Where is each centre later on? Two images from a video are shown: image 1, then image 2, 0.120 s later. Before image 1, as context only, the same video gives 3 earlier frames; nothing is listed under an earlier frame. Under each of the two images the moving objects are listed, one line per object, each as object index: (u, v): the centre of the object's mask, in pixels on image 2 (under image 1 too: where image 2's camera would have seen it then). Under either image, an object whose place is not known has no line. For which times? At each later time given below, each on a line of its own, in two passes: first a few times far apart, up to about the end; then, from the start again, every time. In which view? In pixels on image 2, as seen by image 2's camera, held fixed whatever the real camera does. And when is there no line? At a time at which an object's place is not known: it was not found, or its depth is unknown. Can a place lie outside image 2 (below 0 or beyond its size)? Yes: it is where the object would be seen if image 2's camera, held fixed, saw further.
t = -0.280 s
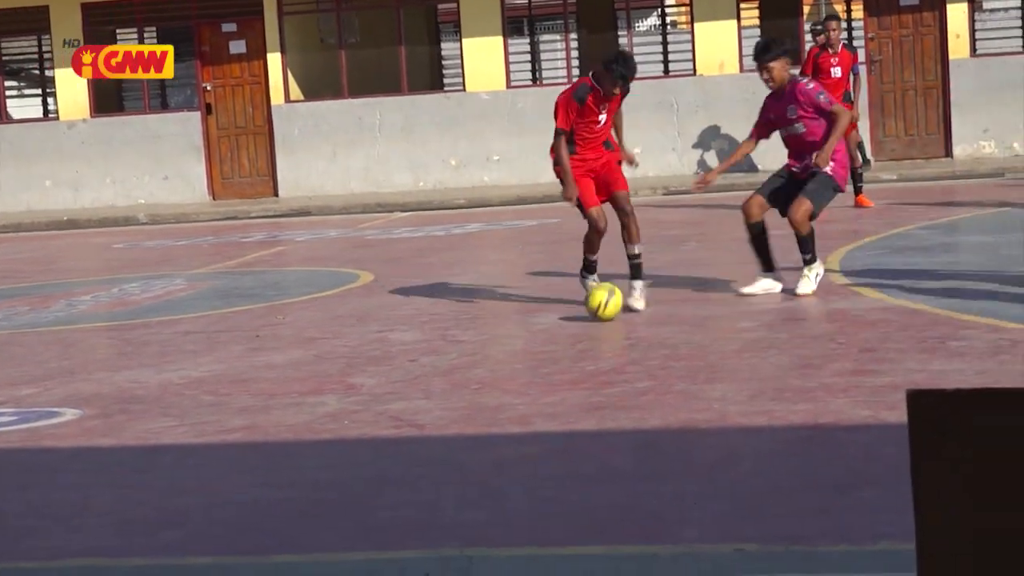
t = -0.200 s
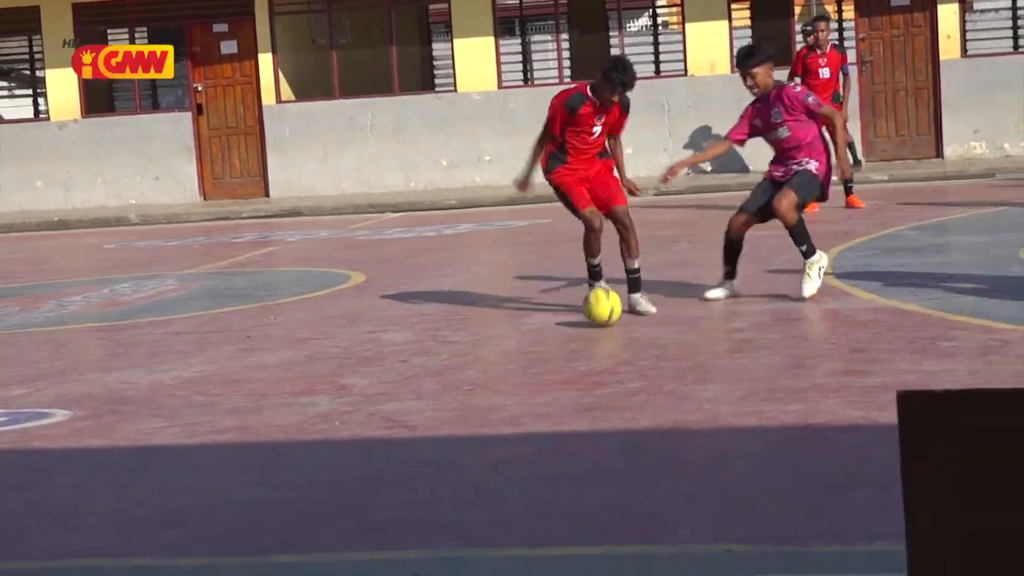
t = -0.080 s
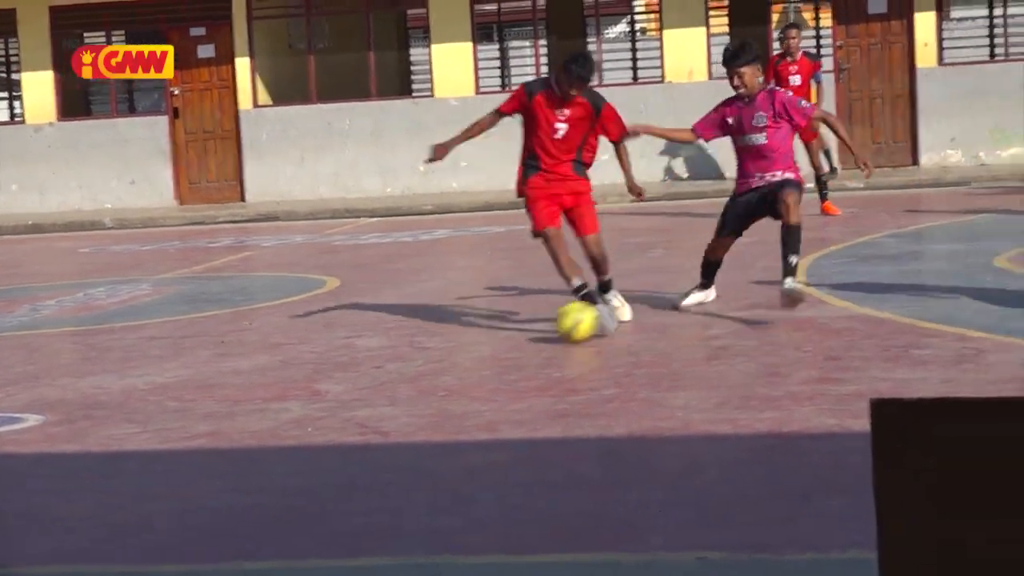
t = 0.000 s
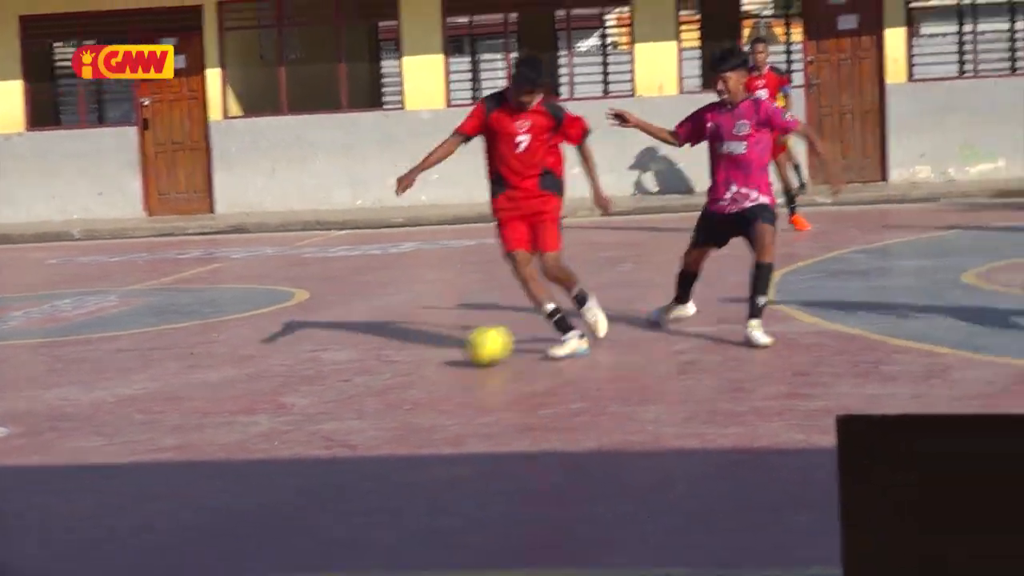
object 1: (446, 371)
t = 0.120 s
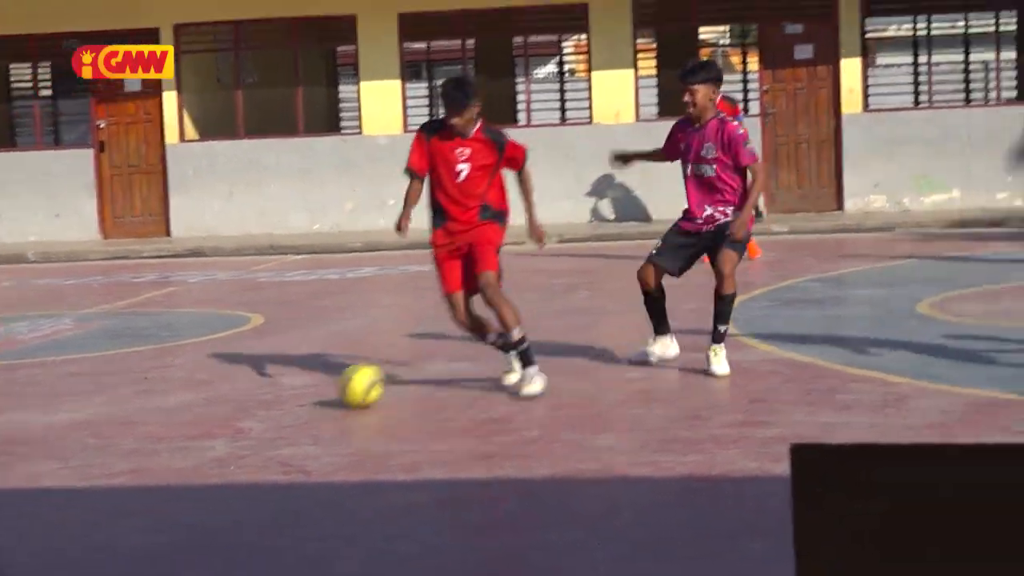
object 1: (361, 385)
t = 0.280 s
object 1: (265, 405)
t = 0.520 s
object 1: (116, 437)
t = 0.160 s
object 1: (336, 390)
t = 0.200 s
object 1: (312, 395)
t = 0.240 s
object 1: (289, 400)
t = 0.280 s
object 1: (265, 405)
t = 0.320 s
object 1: (242, 409)
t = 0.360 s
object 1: (218, 415)
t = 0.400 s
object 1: (194, 420)
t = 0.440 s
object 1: (168, 425)
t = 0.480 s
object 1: (142, 431)
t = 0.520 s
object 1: (116, 437)
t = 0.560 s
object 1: (88, 443)
